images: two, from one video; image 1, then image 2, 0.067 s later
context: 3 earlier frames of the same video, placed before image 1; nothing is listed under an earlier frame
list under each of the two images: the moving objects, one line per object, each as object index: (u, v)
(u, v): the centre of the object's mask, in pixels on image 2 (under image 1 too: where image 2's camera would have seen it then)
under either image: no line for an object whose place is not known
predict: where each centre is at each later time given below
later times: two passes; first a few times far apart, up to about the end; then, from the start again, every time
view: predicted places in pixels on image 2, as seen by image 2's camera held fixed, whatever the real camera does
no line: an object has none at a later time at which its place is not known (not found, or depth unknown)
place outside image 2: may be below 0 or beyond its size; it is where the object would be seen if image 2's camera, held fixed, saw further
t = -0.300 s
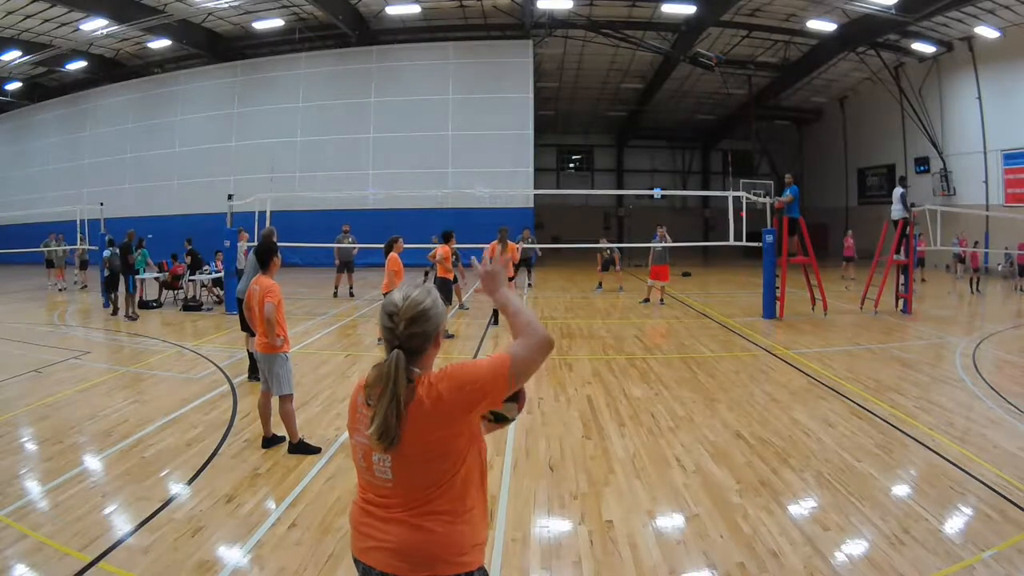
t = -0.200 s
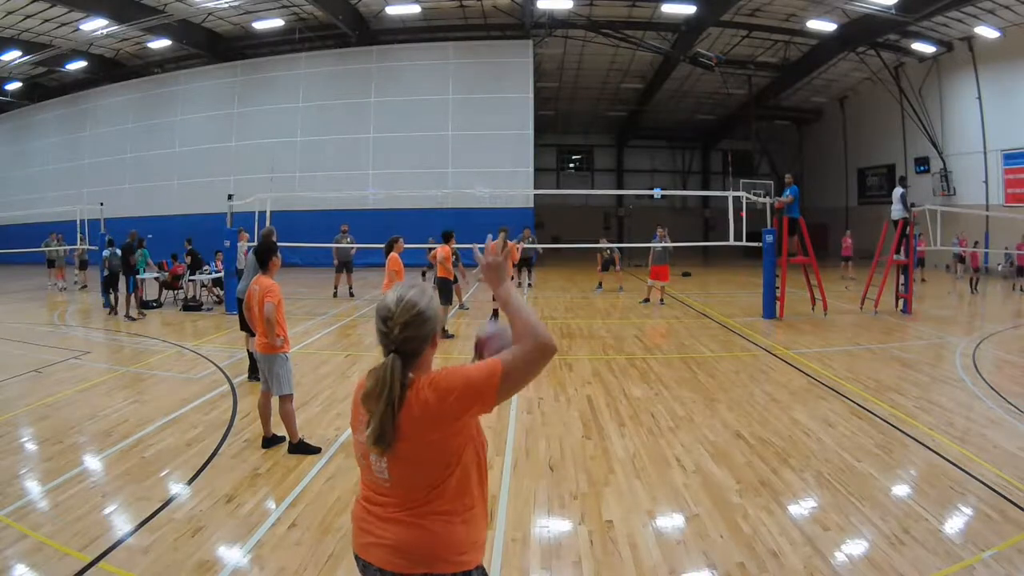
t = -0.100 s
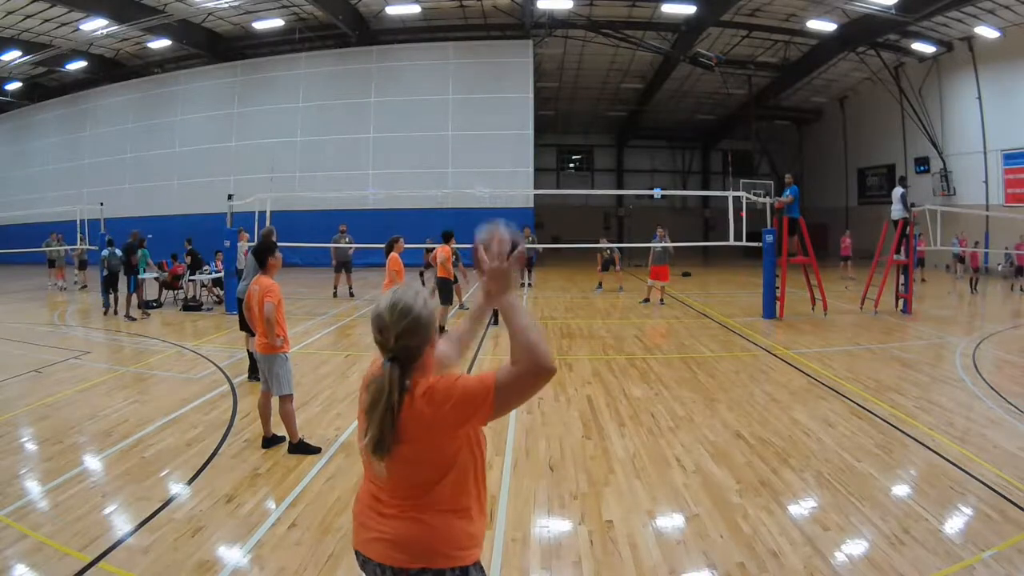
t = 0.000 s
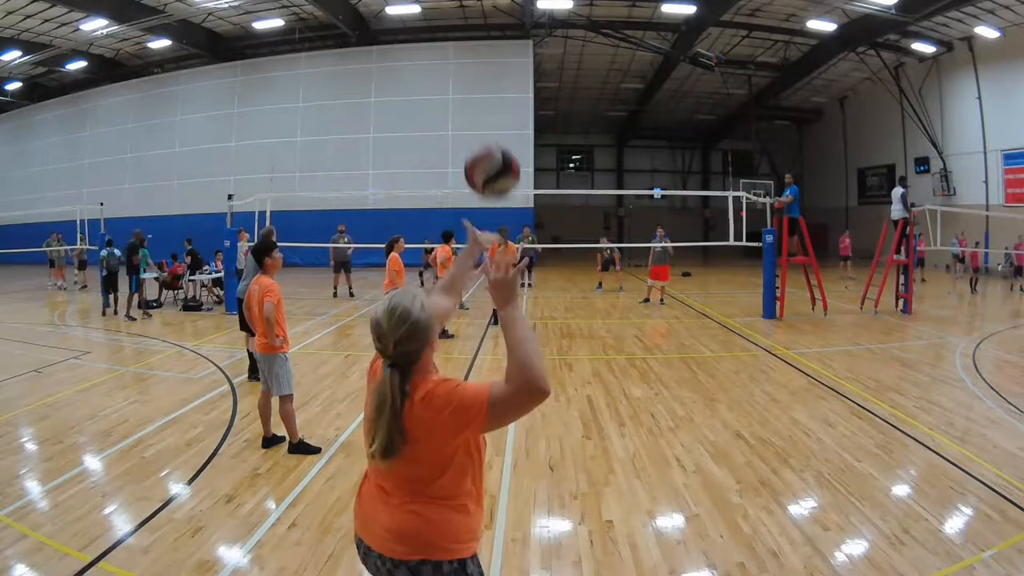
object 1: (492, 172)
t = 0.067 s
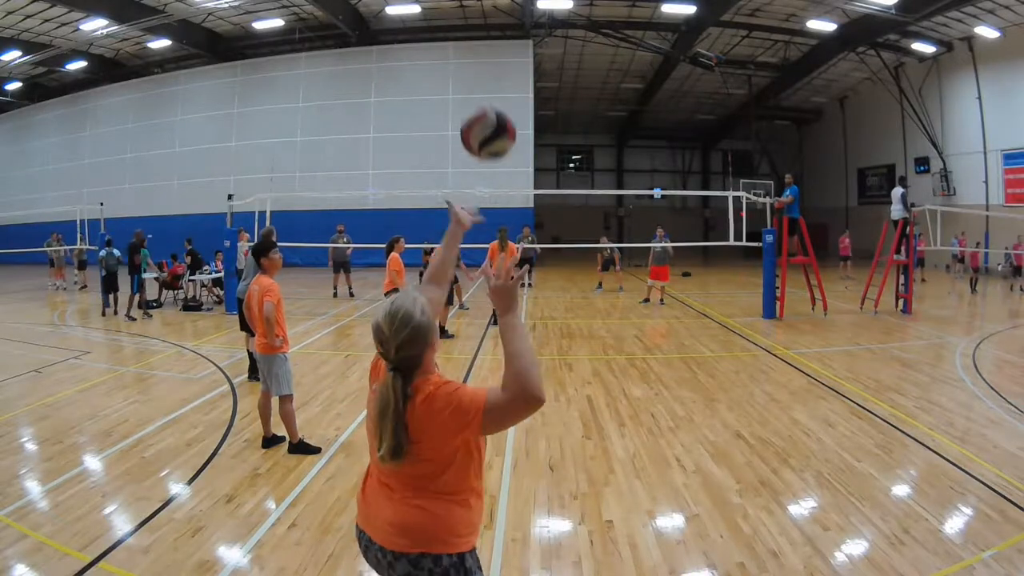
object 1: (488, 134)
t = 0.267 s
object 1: (477, 93)
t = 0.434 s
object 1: (467, 137)
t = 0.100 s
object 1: (486, 120)
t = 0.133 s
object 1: (484, 108)
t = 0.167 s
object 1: (483, 100)
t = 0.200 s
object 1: (481, 95)
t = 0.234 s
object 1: (479, 93)
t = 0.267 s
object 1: (477, 93)
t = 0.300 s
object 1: (475, 96)
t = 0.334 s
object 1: (473, 101)
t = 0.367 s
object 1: (471, 111)
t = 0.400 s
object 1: (468, 123)
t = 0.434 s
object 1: (467, 137)
